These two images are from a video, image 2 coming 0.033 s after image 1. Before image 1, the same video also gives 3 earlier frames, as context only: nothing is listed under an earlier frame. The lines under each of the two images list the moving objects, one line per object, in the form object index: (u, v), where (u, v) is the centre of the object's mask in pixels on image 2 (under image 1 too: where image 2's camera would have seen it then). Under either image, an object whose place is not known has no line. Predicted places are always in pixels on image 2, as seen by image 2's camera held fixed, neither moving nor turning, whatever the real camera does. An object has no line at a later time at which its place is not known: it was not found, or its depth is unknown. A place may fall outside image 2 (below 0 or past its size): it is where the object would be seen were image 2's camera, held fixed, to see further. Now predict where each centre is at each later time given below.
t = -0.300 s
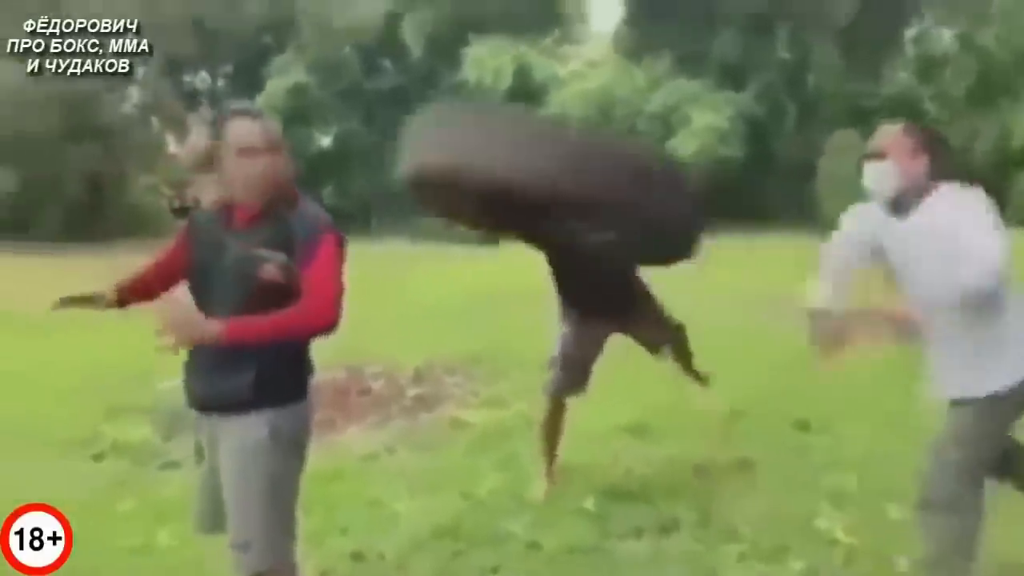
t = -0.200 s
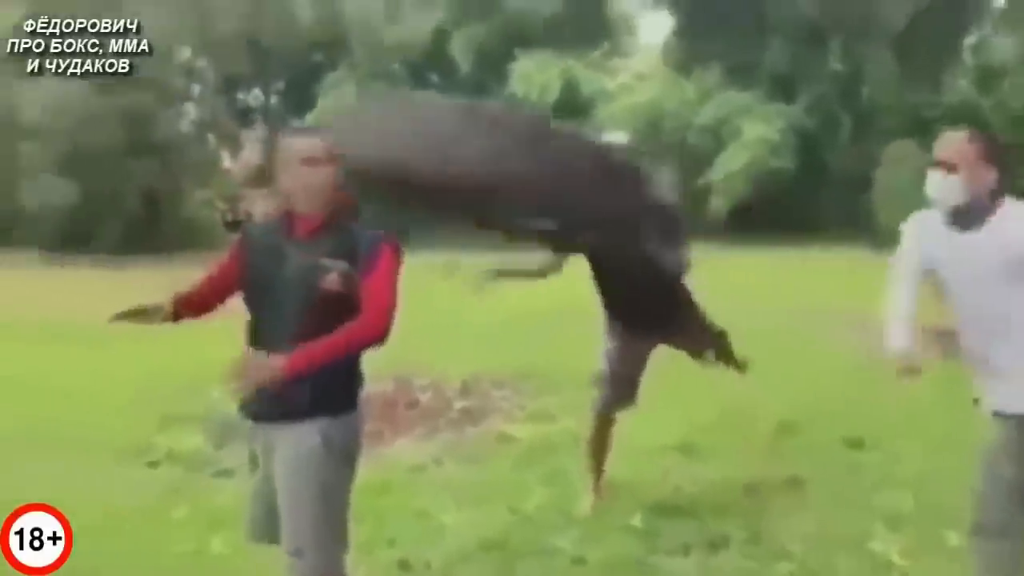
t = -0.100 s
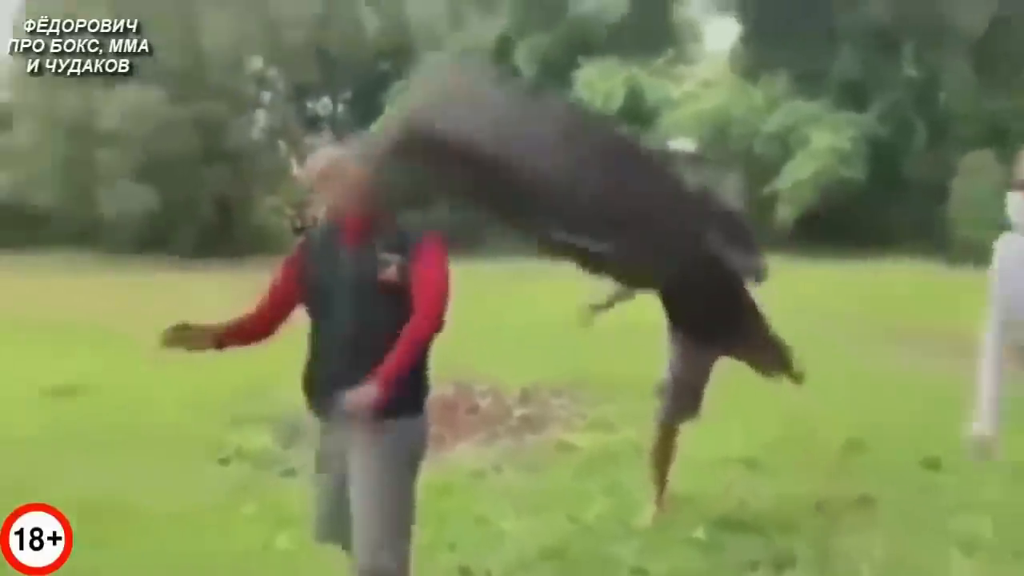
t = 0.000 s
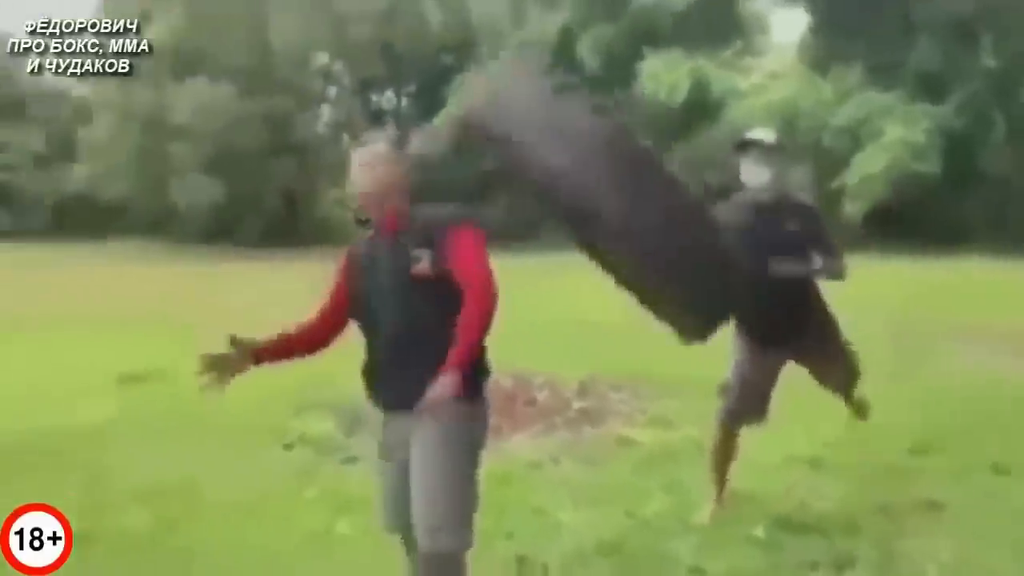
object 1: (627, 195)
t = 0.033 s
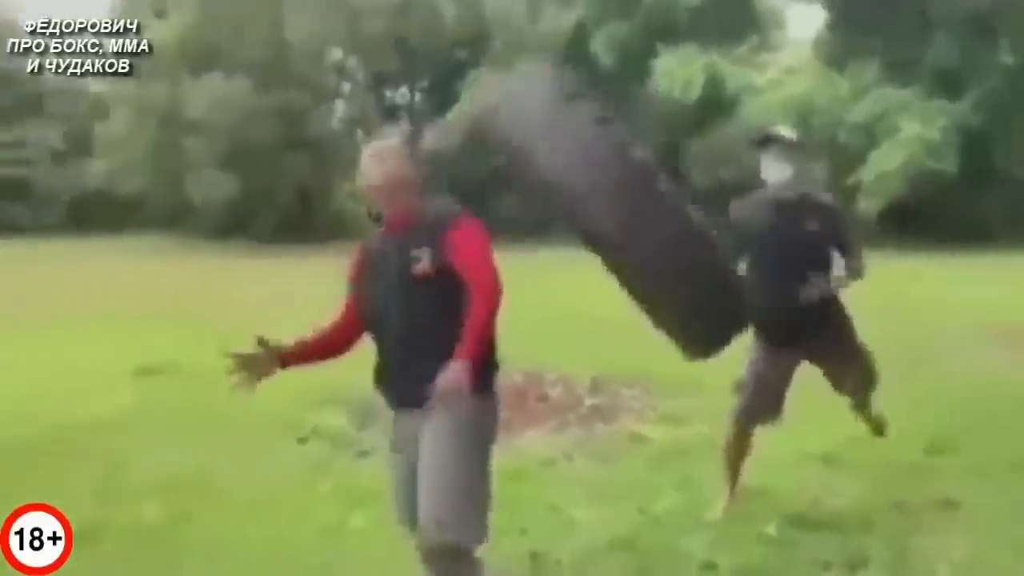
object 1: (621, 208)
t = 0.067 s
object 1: (612, 231)
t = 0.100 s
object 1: (602, 256)
